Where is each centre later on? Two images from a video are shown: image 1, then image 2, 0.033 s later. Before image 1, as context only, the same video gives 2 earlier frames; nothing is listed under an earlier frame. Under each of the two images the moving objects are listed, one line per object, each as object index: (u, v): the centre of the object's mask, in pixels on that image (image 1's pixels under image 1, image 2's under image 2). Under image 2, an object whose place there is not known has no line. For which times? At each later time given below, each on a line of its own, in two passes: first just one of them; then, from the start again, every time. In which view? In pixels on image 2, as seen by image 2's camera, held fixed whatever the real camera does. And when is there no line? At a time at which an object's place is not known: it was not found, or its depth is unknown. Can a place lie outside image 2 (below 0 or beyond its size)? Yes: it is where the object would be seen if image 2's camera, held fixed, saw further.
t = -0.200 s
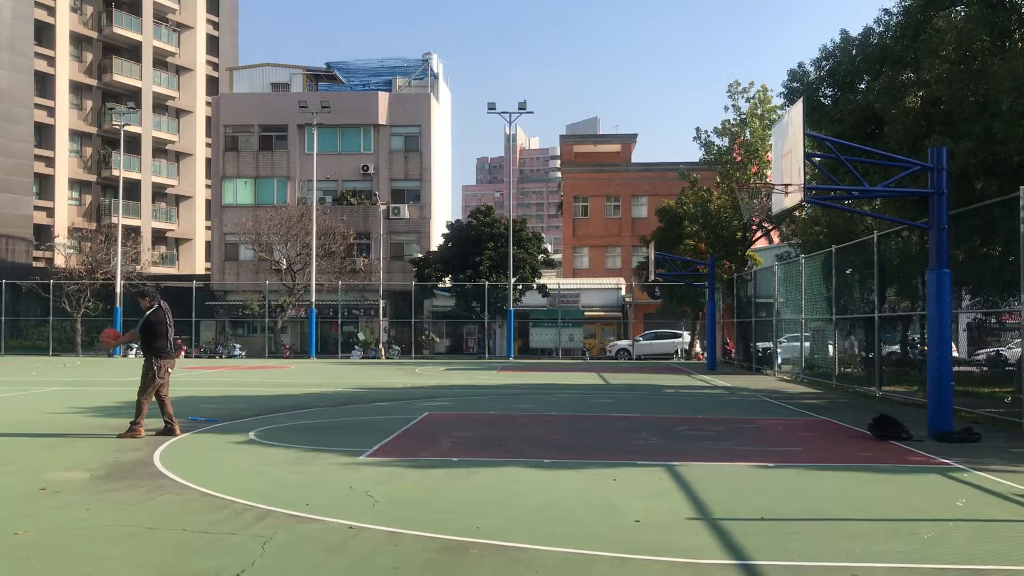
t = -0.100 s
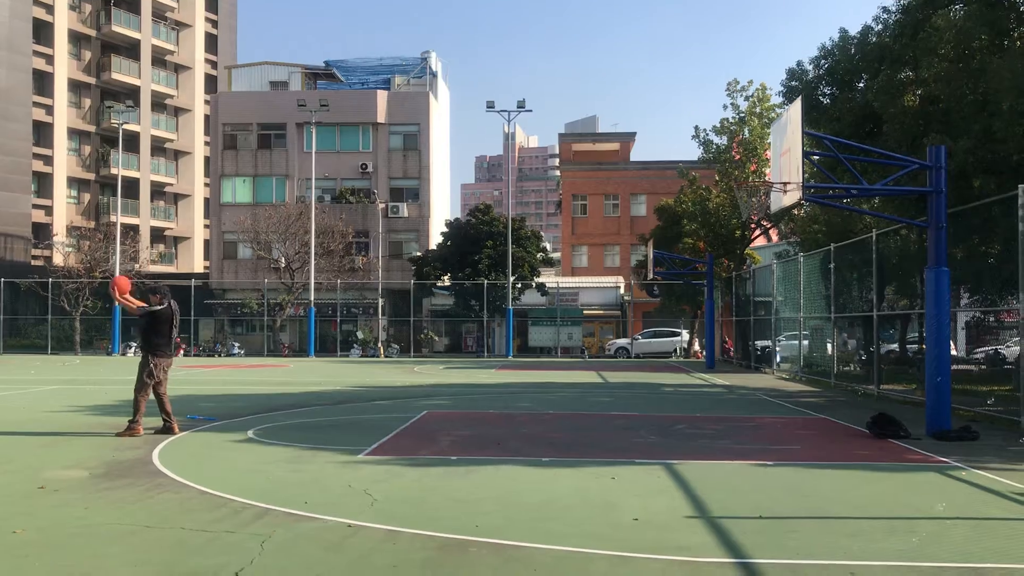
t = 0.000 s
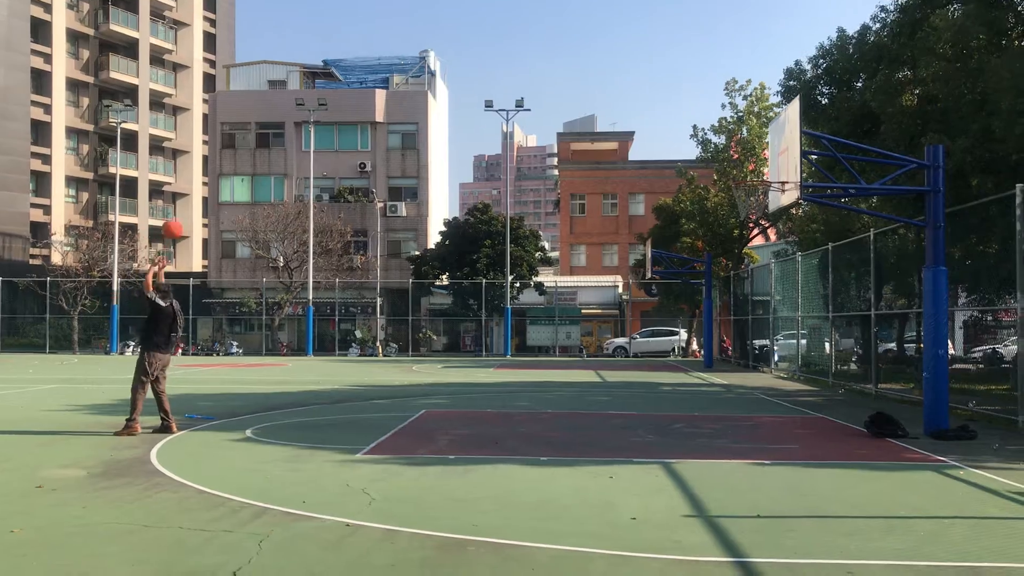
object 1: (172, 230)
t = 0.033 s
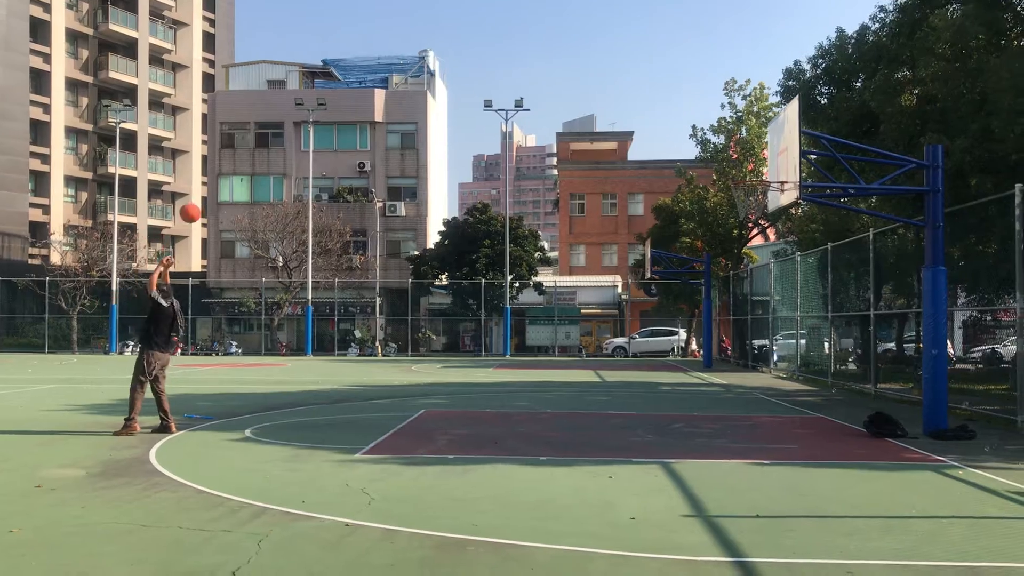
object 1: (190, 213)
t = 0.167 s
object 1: (266, 157)
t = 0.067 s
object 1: (210, 197)
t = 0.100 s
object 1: (229, 183)
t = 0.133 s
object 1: (248, 170)
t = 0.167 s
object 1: (266, 157)
